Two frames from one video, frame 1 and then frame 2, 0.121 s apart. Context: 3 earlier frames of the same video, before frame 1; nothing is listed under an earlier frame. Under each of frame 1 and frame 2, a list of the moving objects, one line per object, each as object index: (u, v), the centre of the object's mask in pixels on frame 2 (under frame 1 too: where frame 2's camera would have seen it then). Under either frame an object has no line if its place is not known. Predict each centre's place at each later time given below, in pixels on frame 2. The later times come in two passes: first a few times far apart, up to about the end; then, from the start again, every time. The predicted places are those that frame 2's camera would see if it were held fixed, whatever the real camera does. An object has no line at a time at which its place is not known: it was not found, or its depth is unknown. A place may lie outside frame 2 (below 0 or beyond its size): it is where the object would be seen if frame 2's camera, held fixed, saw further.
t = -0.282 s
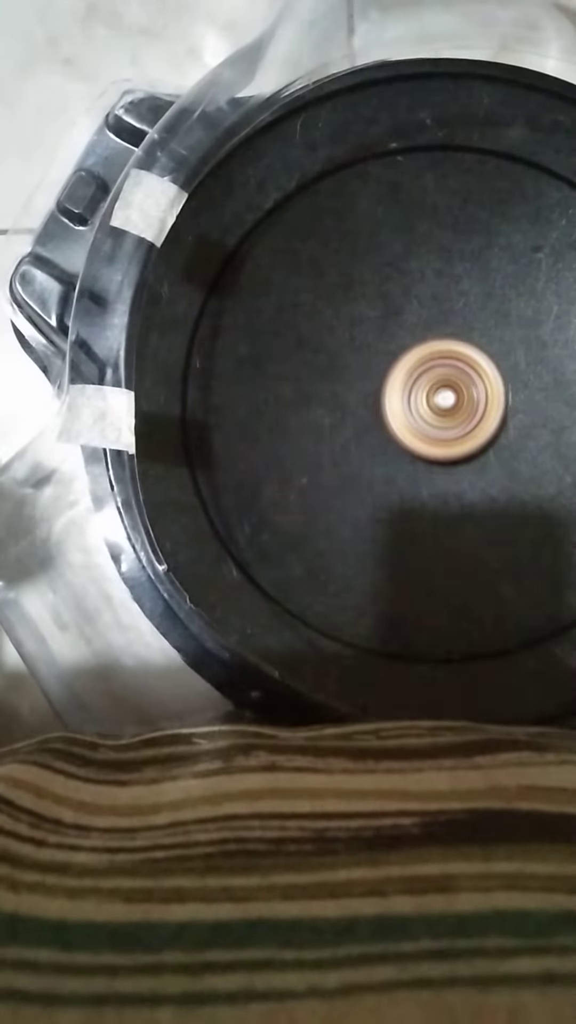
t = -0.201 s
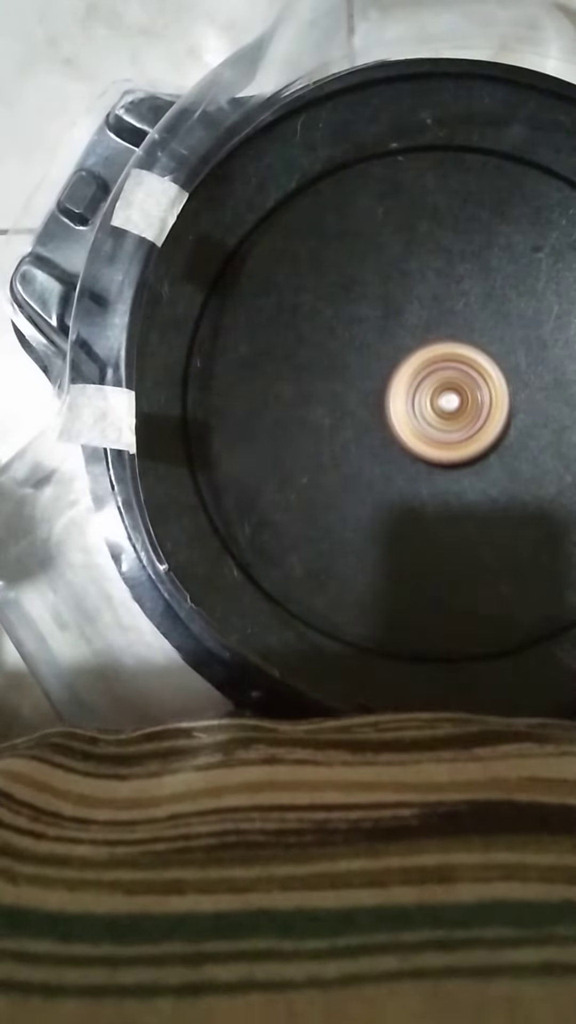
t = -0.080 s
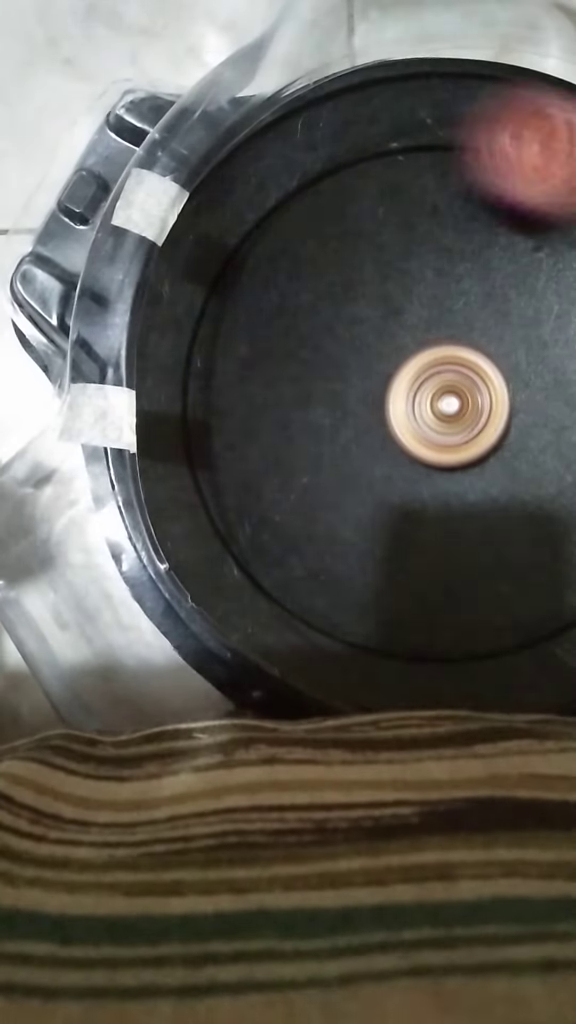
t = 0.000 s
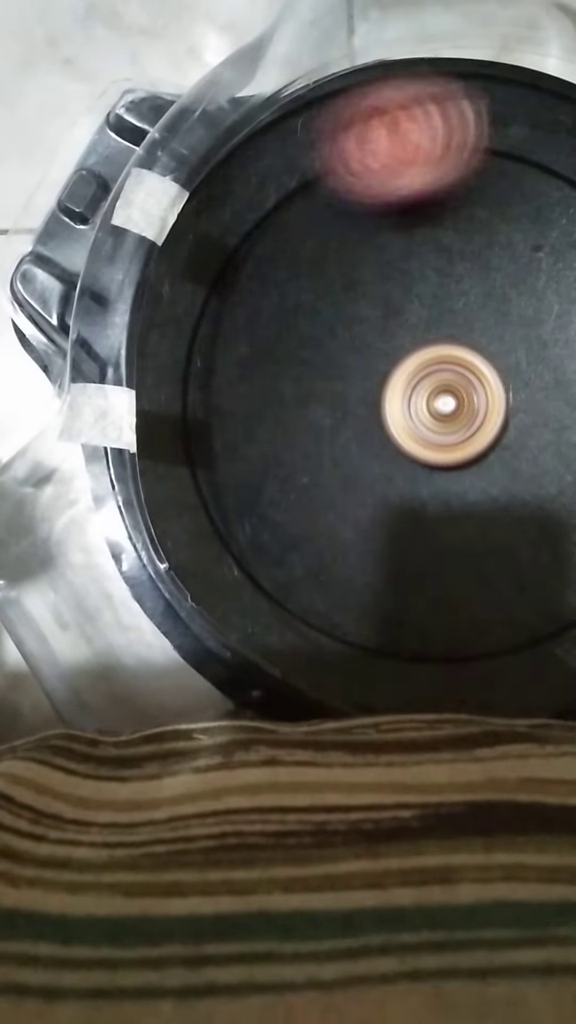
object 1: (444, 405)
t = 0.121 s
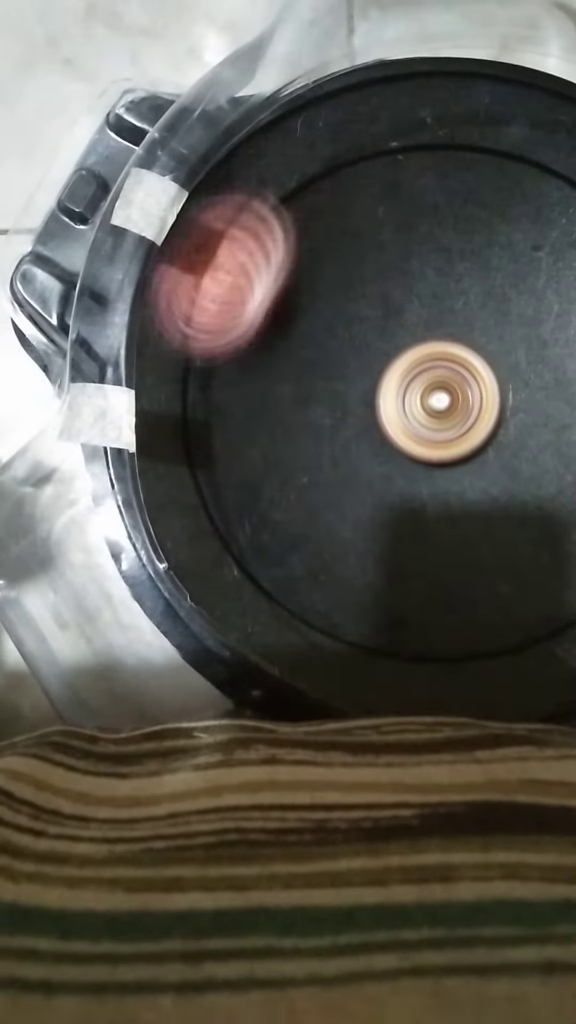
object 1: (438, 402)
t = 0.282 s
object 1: (441, 397)
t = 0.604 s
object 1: (444, 402)
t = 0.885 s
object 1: (442, 400)
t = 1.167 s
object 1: (444, 402)
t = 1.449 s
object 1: (390, 429)
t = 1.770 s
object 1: (319, 467)
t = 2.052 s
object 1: (344, 439)
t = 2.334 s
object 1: (349, 472)
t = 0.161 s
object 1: (438, 400)
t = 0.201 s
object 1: (439, 399)
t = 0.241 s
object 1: (440, 398)
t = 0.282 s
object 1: (441, 397)
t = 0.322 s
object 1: (442, 398)
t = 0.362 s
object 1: (443, 399)
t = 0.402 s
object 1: (445, 401)
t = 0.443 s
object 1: (446, 402)
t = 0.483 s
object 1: (446, 403)
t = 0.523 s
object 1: (446, 403)
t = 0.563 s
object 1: (445, 403)
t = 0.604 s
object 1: (444, 402)
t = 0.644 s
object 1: (443, 402)
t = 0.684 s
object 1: (442, 402)
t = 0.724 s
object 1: (441, 401)
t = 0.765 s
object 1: (441, 401)
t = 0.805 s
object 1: (441, 400)
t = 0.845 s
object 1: (441, 400)
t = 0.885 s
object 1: (442, 400)
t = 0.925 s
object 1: (443, 400)
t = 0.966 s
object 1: (444, 400)
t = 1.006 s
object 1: (444, 400)
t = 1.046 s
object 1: (445, 400)
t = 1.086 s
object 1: (445, 401)
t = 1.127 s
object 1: (444, 401)
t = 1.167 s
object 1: (444, 402)
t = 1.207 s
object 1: (444, 402)
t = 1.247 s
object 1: (444, 402)
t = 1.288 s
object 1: (441, 404)
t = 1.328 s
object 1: (433, 408)
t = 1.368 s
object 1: (422, 413)
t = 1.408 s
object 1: (406, 421)
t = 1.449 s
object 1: (390, 429)
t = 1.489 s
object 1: (372, 439)
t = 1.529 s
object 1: (355, 449)
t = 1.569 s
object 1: (342, 458)
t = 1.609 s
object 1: (333, 465)
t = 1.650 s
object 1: (327, 468)
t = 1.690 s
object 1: (321, 469)
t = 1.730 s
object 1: (318, 469)
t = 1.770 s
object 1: (319, 467)
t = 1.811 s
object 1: (323, 463)
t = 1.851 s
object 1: (326, 458)
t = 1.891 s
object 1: (329, 453)
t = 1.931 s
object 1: (333, 448)
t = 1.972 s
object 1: (337, 444)
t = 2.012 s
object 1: (341, 440)
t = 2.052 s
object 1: (344, 439)
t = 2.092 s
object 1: (349, 440)
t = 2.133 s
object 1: (352, 443)
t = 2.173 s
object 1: (354, 447)
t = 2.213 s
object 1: (355, 454)
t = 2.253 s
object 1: (356, 461)
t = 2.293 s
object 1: (355, 467)
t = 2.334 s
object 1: (349, 472)
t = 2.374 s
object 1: (343, 478)
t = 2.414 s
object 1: (337, 482)
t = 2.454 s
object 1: (331, 485)
